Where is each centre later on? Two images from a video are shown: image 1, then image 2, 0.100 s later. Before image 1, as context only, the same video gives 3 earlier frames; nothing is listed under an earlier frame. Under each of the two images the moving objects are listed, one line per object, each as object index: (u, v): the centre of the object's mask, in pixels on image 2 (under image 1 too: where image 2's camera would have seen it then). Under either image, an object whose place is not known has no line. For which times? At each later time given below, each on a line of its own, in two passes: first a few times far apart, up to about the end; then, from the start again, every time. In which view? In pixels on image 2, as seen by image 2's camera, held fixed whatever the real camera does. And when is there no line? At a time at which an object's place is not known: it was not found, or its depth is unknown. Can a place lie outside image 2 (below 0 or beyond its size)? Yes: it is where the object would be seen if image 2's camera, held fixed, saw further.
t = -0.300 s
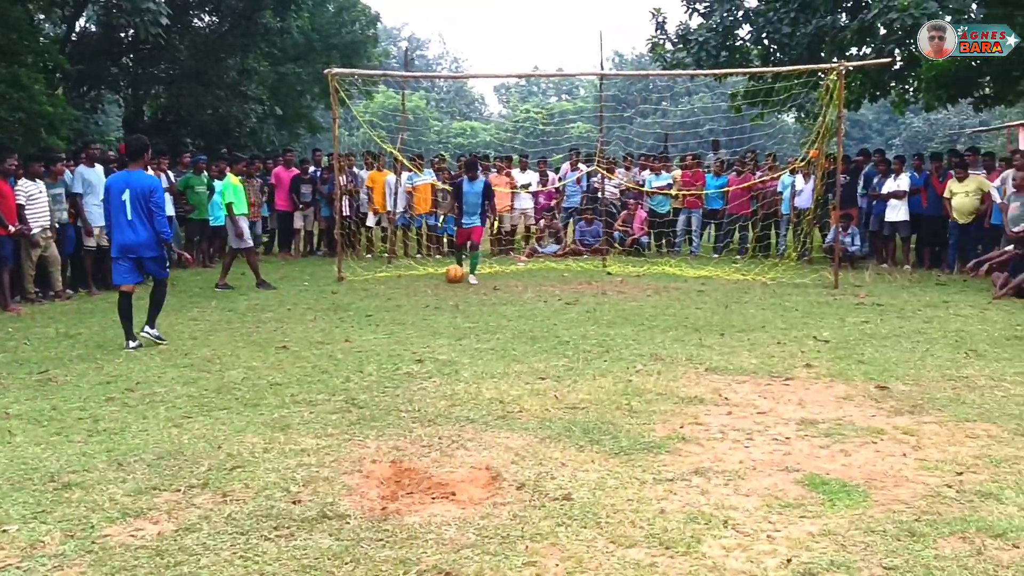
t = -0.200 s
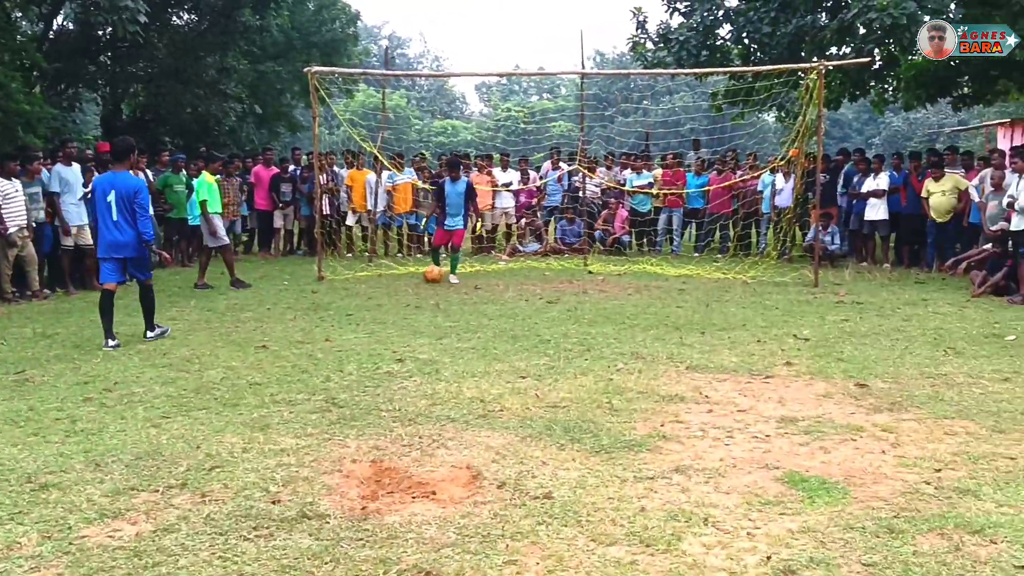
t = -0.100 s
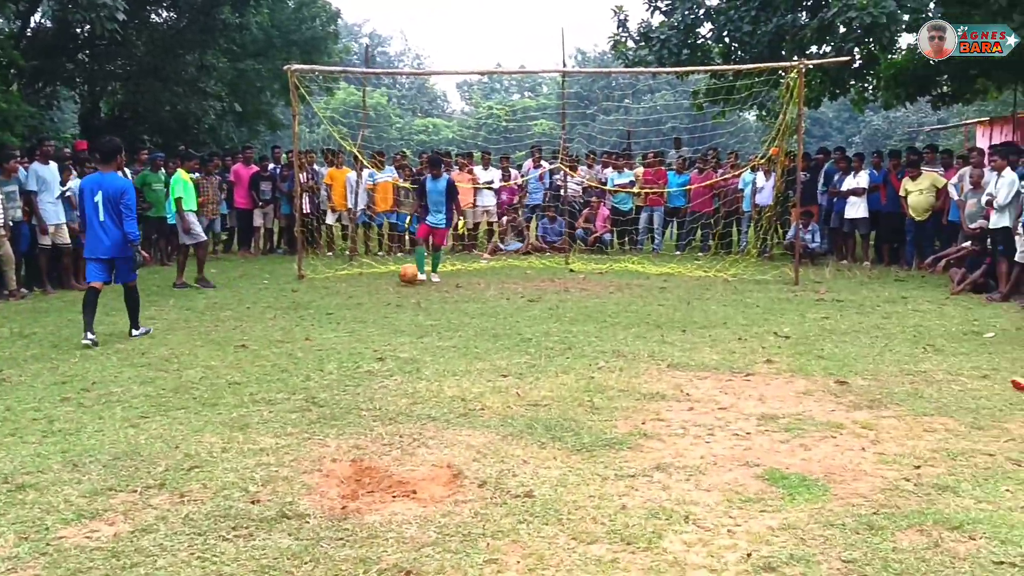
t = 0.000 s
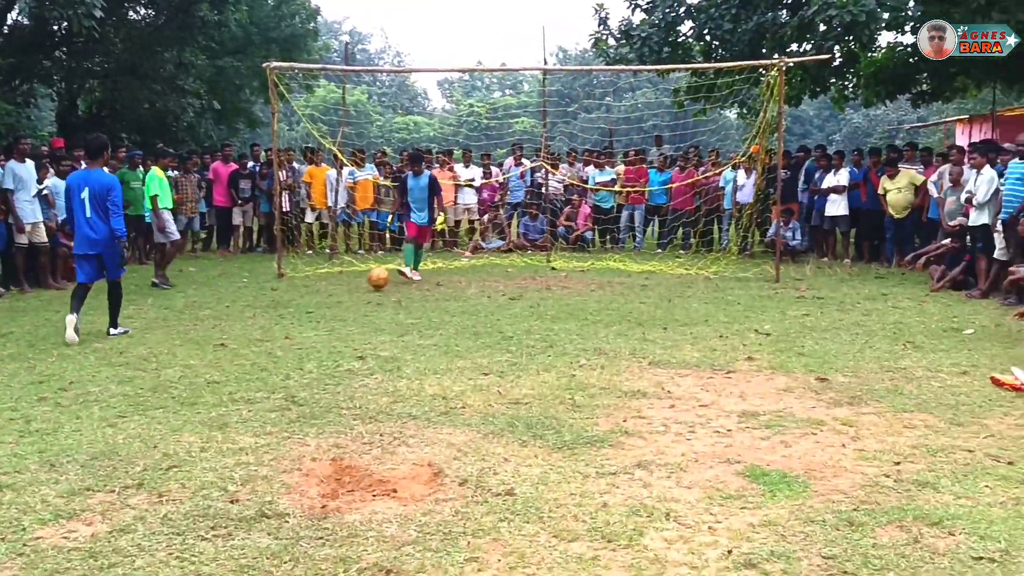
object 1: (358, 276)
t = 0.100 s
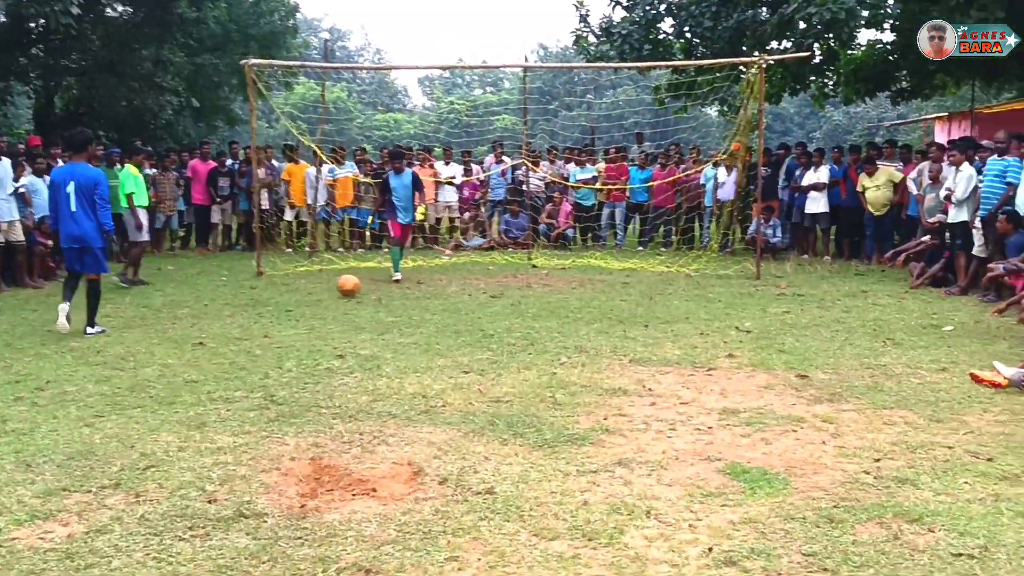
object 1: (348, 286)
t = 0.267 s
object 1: (332, 302)
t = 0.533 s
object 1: (310, 321)
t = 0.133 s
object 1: (346, 287)
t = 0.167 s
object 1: (342, 290)
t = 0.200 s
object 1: (339, 293)
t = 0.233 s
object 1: (335, 298)
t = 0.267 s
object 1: (332, 302)
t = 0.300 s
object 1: (329, 303)
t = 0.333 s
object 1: (326, 304)
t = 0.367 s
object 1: (323, 307)
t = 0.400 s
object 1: (320, 312)
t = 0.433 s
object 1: (317, 315)
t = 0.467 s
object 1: (315, 317)
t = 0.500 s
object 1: (312, 319)
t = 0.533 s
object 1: (310, 321)
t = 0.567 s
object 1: (306, 324)
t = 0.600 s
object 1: (304, 328)
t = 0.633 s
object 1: (301, 327)
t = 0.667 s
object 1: (298, 327)
